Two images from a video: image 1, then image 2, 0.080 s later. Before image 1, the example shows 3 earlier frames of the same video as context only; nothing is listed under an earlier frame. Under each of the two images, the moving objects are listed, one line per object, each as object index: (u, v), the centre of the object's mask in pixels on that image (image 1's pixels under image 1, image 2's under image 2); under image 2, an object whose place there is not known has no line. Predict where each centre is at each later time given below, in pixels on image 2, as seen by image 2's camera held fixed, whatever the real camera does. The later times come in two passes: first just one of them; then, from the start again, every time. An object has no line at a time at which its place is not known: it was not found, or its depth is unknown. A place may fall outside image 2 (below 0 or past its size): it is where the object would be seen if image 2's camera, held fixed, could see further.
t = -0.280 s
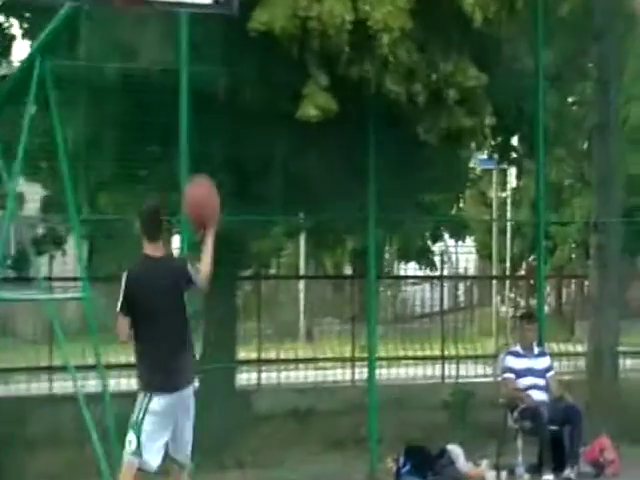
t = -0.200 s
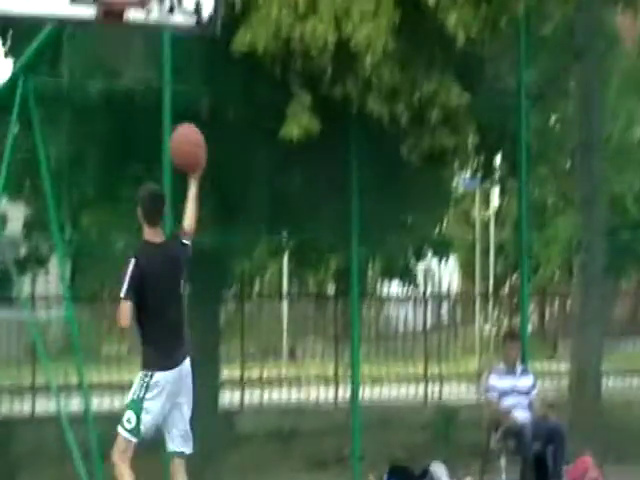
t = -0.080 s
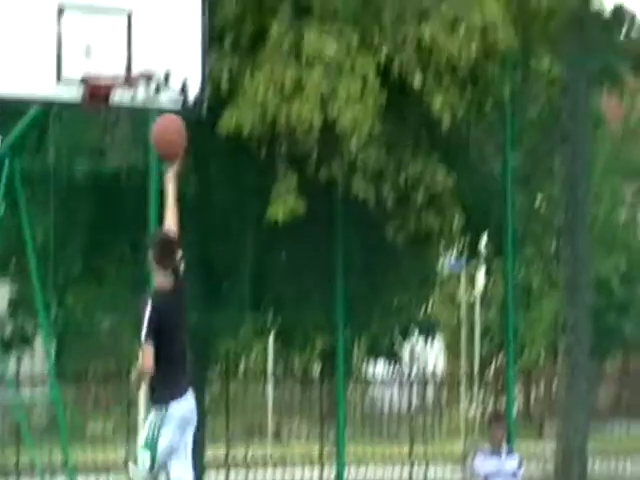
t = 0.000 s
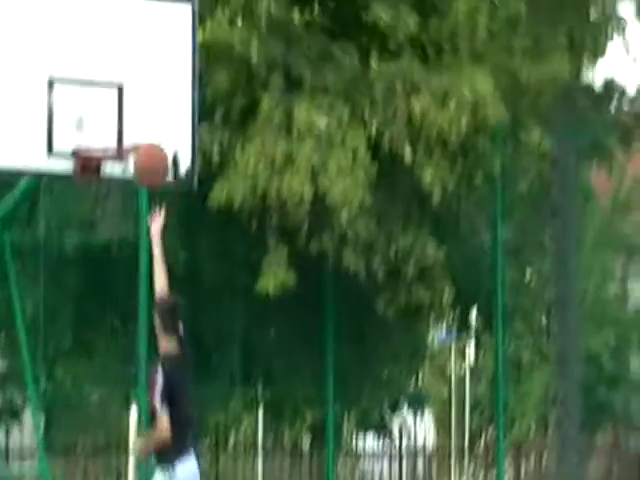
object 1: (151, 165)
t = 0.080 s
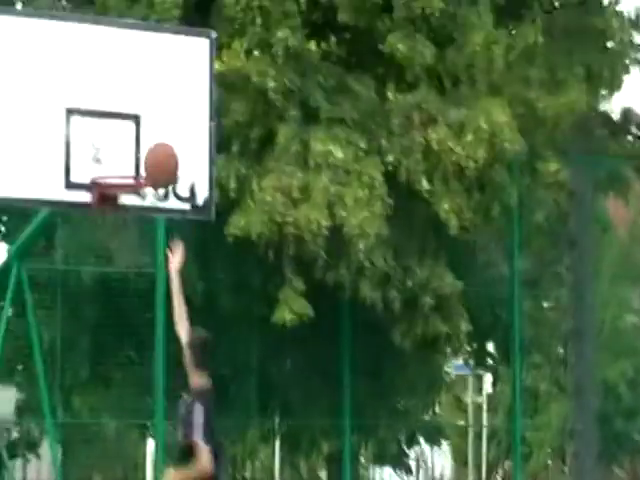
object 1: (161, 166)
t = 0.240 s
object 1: (145, 137)
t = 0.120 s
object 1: (157, 153)
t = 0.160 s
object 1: (153, 145)
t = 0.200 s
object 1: (150, 140)
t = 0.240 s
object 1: (145, 137)
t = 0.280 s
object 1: (142, 138)
